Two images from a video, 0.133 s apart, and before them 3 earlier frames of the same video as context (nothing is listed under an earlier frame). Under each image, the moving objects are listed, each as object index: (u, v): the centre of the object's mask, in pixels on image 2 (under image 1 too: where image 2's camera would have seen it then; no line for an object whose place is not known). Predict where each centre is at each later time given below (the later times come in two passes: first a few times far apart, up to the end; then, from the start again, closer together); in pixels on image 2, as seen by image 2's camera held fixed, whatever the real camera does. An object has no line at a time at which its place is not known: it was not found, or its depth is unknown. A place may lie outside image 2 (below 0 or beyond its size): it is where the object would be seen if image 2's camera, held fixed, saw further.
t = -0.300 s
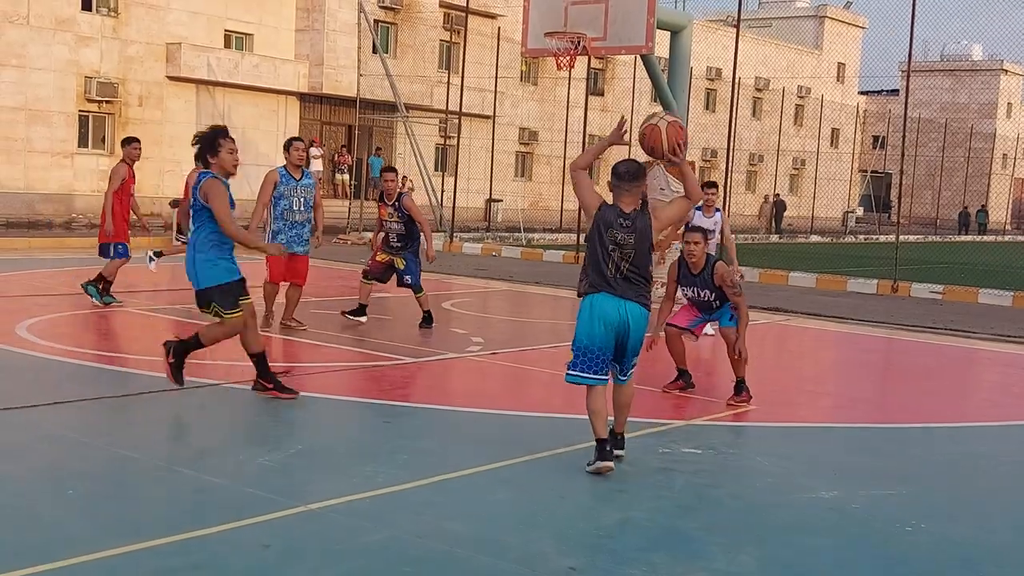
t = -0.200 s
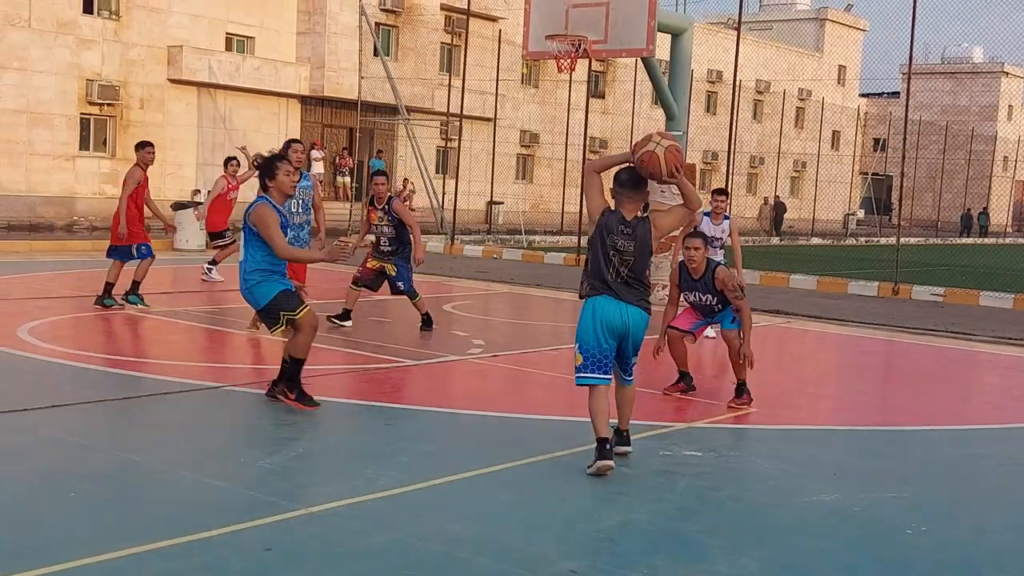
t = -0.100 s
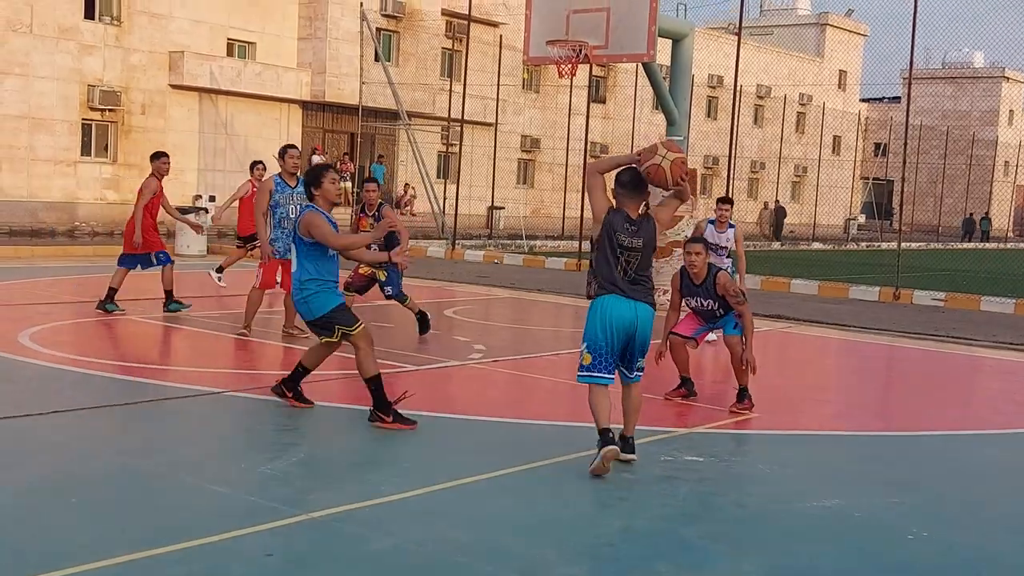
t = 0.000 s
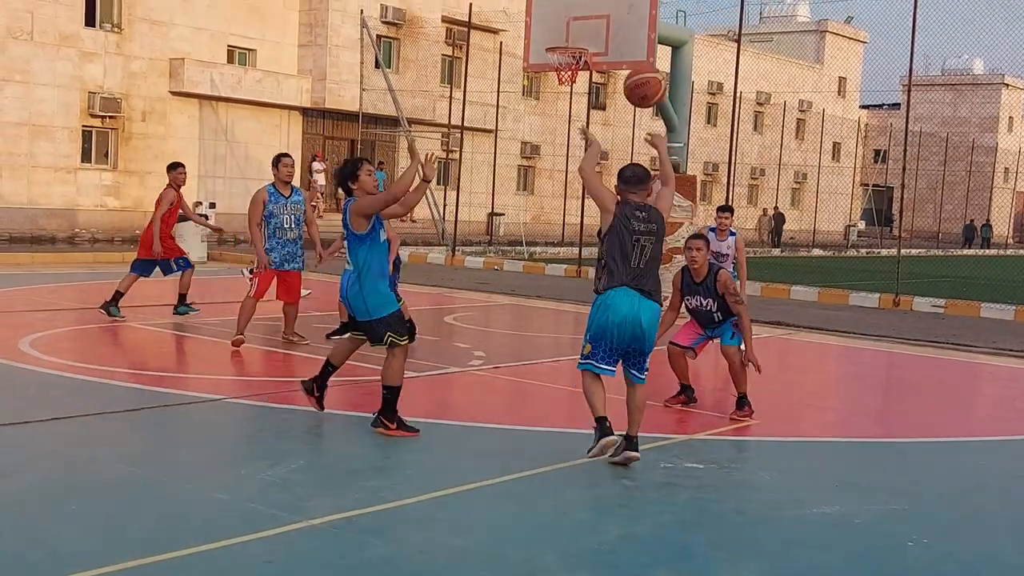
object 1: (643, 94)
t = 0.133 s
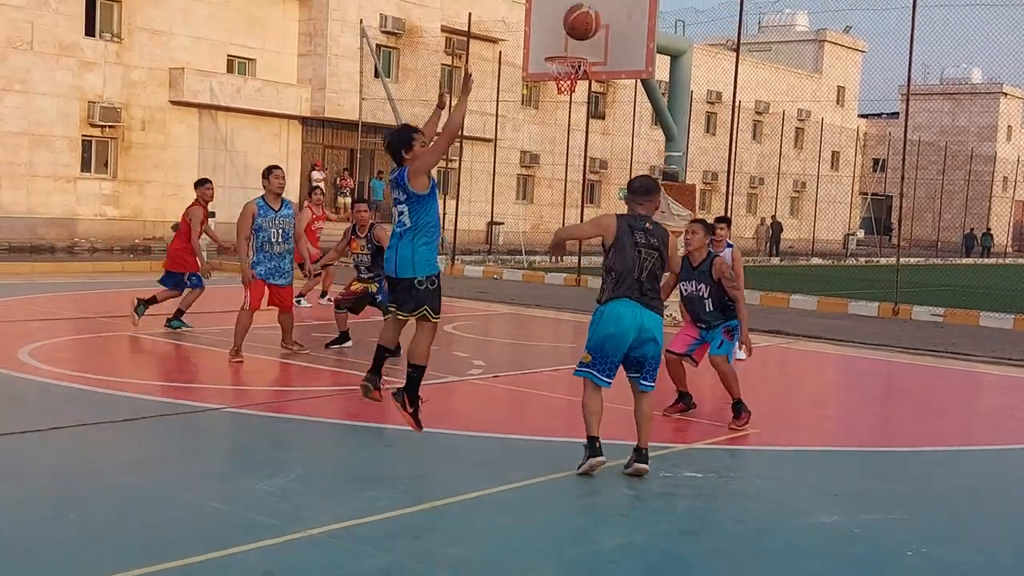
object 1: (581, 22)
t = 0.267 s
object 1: (532, -3)
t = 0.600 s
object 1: (442, 9)
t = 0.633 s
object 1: (435, 17)
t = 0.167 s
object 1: (567, 12)
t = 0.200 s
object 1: (554, 5)
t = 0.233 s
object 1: (542, 1)
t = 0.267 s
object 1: (532, -3)
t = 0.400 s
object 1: (492, -9)
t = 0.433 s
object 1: (483, -9)
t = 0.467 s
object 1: (474, -8)
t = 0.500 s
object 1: (465, -6)
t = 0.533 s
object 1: (457, -4)
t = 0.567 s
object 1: (449, 2)
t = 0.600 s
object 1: (442, 9)
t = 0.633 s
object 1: (435, 17)
